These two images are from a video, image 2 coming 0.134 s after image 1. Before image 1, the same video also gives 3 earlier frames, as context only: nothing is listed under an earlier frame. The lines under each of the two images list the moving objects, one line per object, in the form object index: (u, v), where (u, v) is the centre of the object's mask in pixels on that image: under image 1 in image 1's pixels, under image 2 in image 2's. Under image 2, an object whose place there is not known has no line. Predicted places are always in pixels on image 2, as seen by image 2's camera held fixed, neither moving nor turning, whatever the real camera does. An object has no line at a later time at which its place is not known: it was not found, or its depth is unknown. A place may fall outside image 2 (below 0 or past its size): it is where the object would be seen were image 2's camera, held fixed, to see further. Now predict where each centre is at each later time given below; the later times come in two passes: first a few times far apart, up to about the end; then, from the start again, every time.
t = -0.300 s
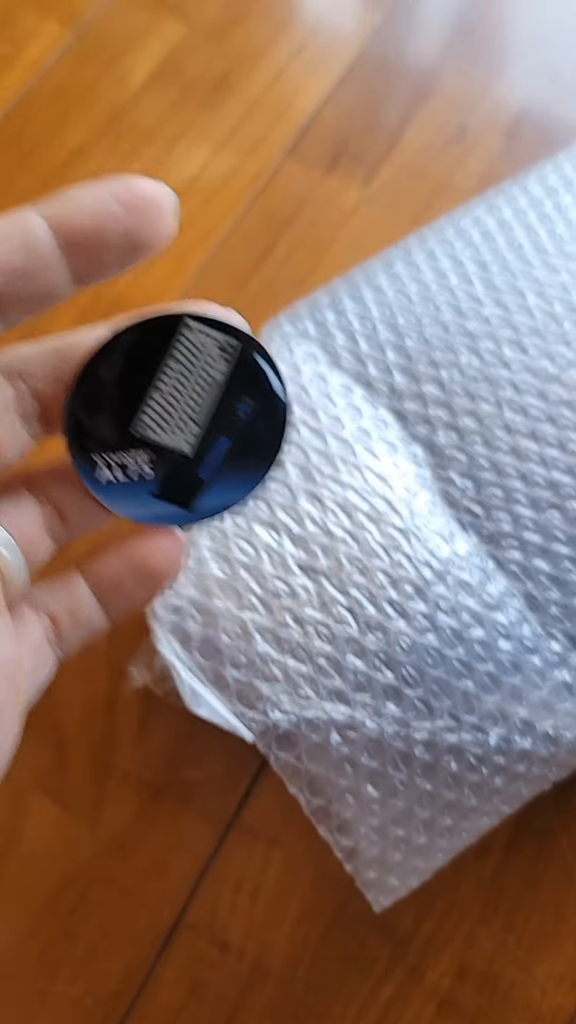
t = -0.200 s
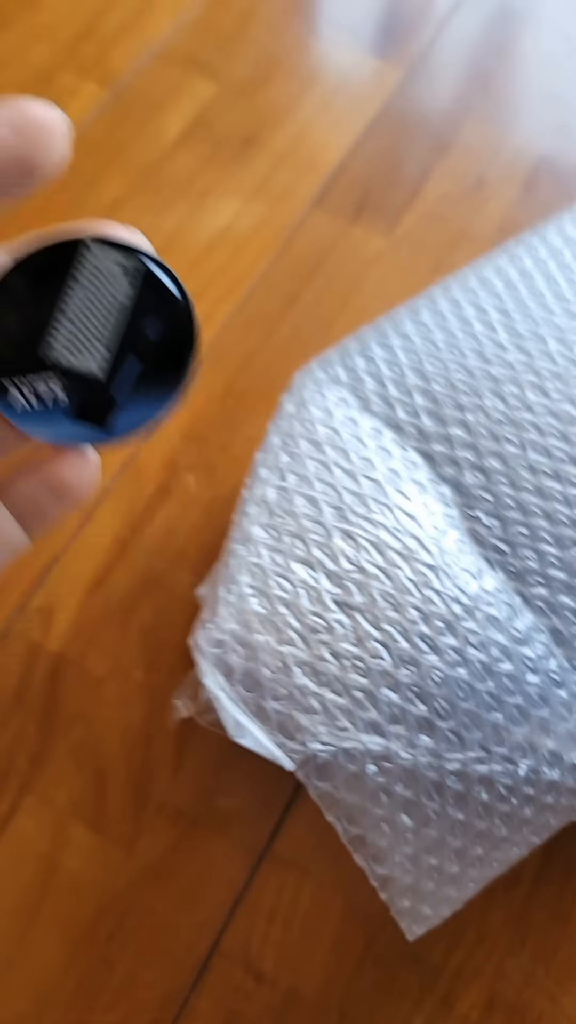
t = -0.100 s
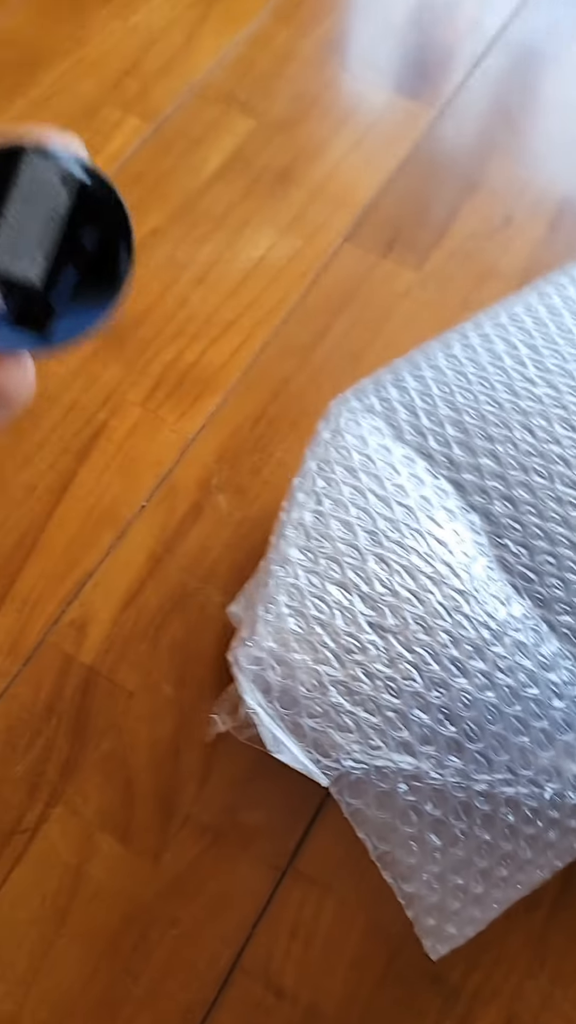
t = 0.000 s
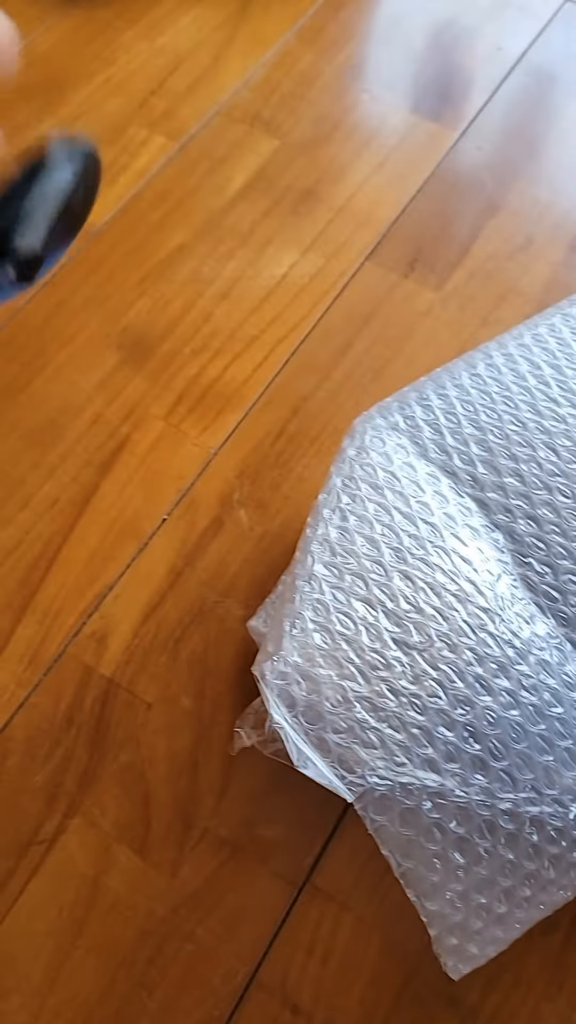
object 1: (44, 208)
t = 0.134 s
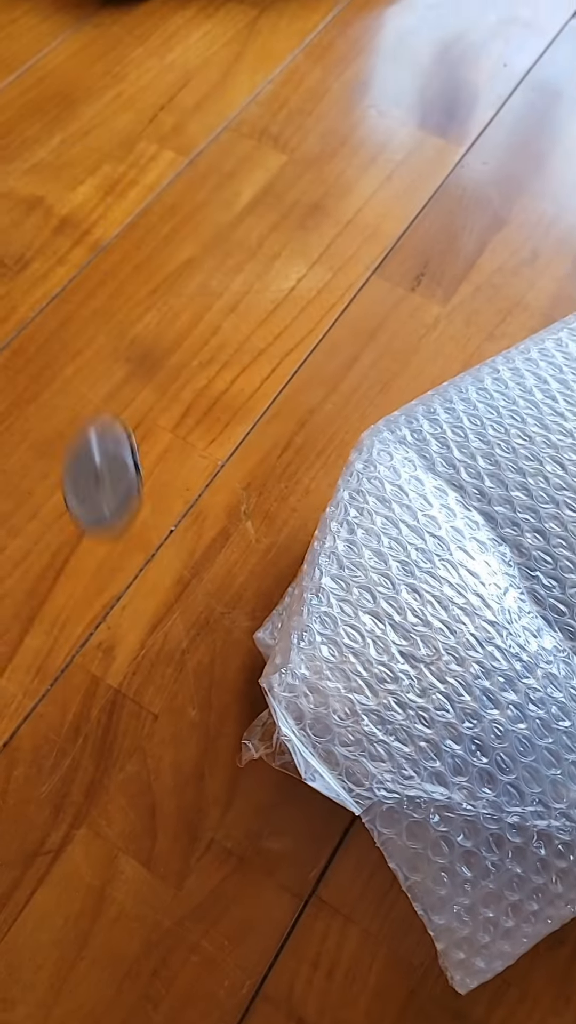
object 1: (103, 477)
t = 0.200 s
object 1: (116, 541)
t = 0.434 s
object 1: (65, 517)
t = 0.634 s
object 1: (95, 506)
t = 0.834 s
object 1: (76, 504)
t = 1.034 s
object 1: (60, 518)
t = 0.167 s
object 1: (115, 532)
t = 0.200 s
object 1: (116, 541)
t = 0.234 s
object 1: (91, 518)
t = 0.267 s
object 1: (79, 509)
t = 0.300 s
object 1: (72, 504)
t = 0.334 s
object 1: (59, 520)
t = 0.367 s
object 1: (61, 535)
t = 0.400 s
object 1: (61, 527)
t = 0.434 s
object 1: (65, 517)
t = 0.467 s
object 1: (68, 516)
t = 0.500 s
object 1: (77, 519)
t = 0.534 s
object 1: (93, 524)
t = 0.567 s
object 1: (103, 530)
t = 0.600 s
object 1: (101, 514)
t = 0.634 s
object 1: (95, 506)
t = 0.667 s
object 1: (94, 503)
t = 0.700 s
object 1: (96, 505)
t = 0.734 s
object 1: (91, 498)
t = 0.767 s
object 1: (82, 496)
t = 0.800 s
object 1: (78, 499)
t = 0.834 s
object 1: (76, 504)
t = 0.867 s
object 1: (69, 502)
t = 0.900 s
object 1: (66, 503)
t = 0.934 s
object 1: (64, 510)
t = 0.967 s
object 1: (61, 513)
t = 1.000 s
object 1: (60, 513)
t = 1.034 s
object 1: (60, 518)
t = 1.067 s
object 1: (60, 525)
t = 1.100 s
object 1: (61, 524)
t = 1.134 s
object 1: (62, 526)
